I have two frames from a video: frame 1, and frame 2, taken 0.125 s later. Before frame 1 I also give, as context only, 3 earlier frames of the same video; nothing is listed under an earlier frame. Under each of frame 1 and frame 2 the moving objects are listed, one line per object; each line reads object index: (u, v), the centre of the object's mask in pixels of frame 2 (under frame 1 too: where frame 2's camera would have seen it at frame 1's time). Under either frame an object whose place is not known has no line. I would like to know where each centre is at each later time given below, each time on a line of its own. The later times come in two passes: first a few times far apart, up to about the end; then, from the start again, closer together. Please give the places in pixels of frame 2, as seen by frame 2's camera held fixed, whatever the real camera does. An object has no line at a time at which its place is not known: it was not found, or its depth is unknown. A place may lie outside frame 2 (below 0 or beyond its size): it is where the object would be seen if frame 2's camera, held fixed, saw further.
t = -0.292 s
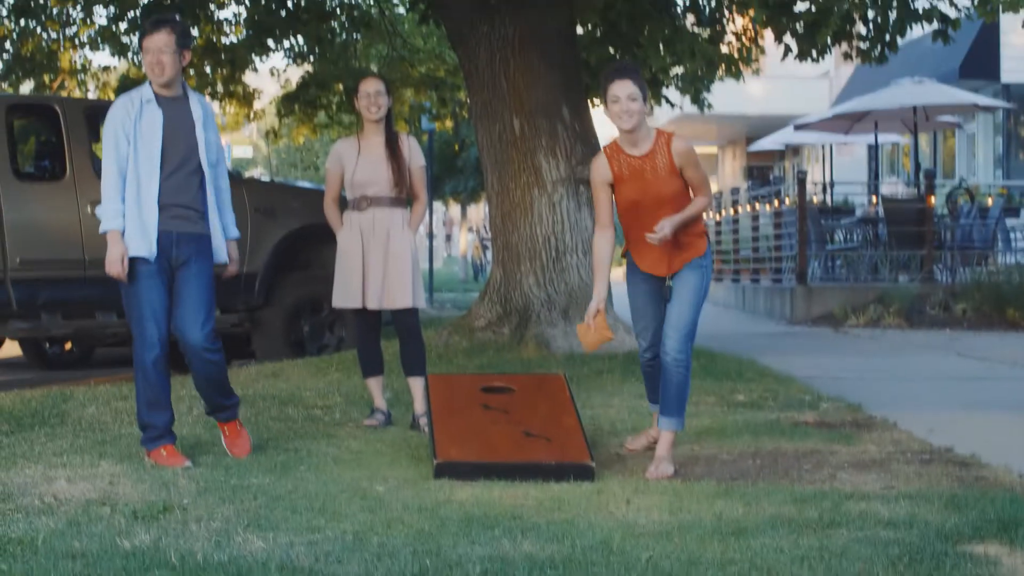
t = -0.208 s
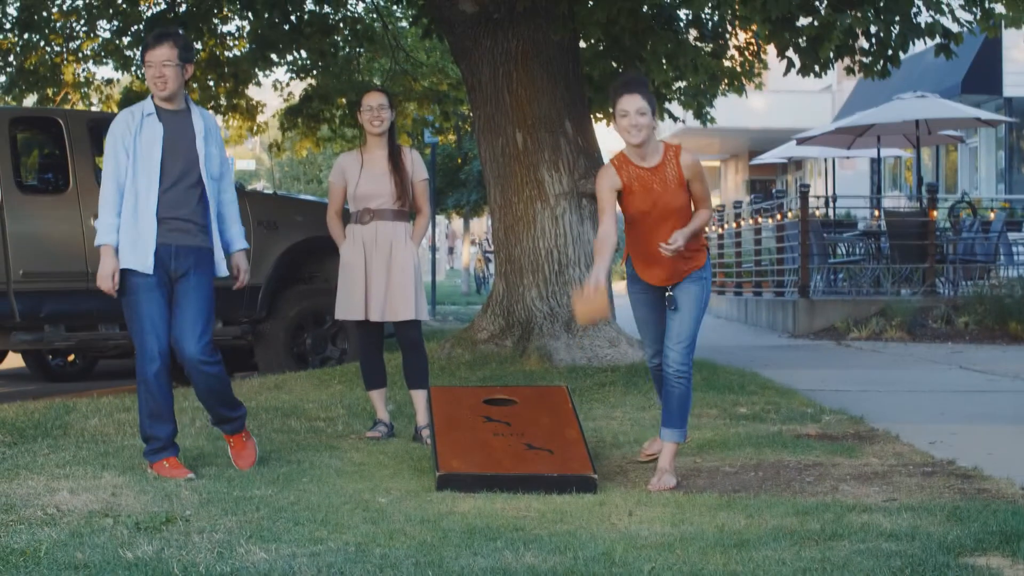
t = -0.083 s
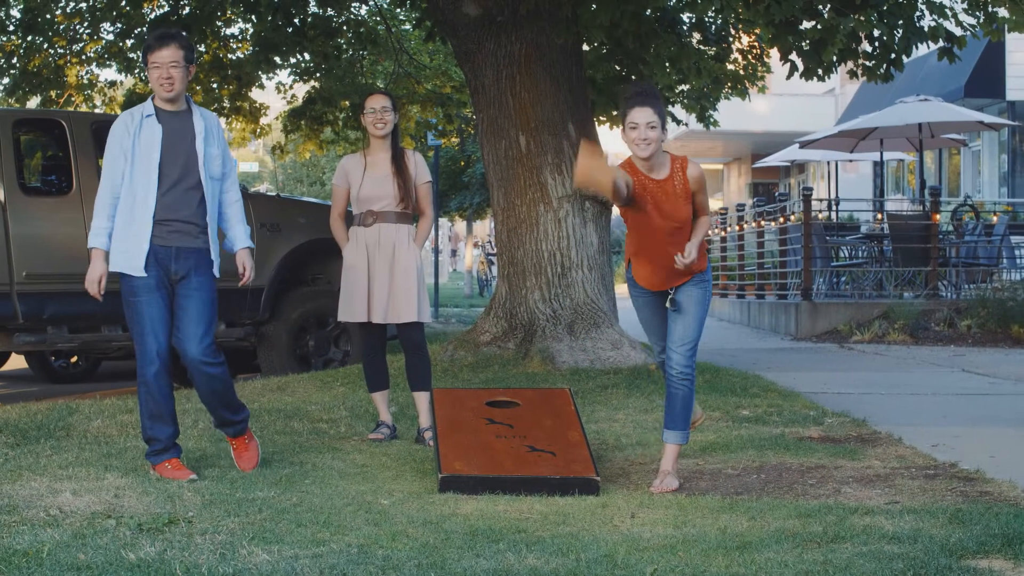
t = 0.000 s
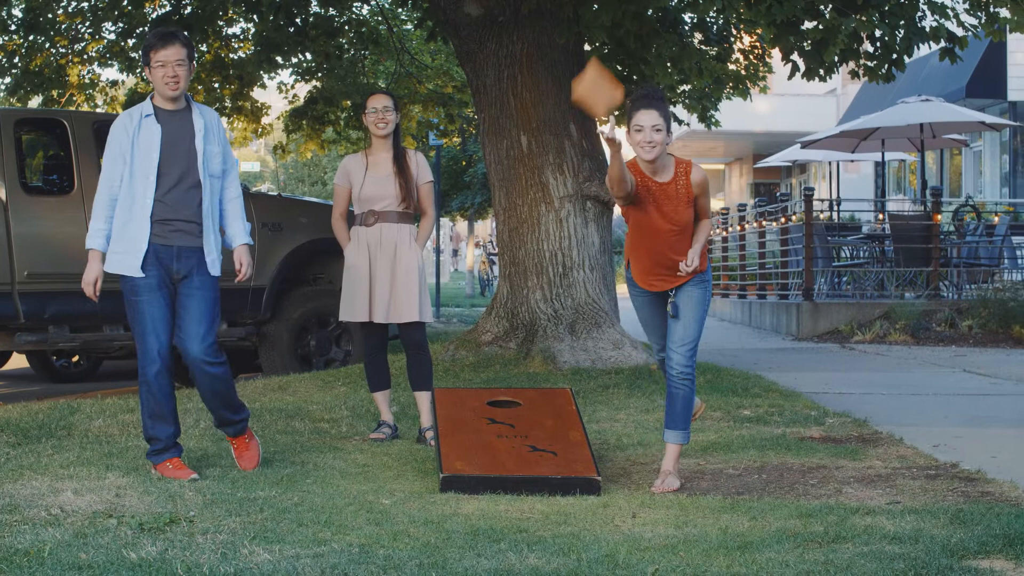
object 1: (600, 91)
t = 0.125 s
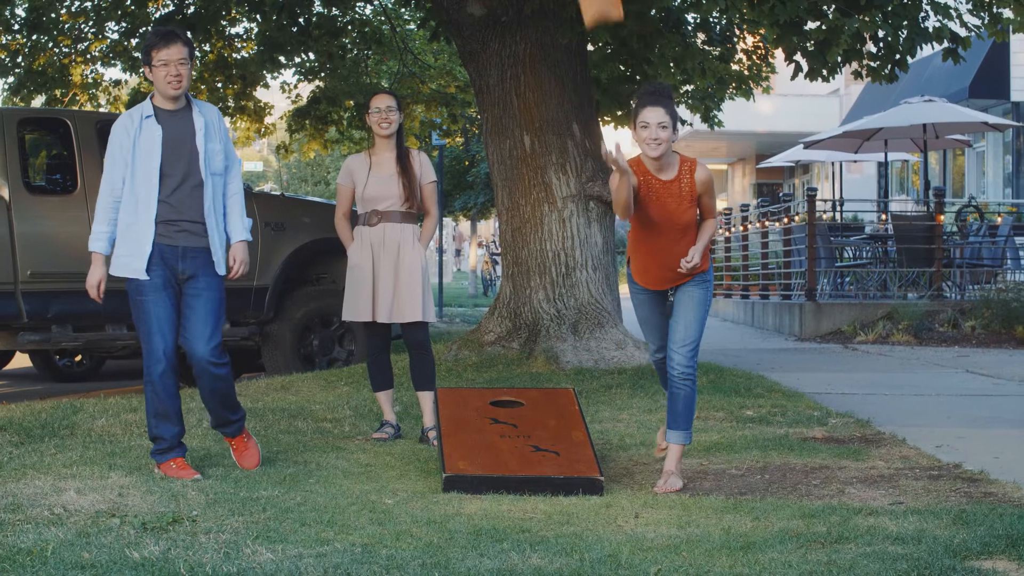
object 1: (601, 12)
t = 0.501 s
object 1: (569, 12)
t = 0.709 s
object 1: (511, 502)
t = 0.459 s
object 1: (570, -4)
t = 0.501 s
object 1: (569, 12)
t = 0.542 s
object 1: (559, 55)
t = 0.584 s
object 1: (548, 127)
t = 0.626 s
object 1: (541, 227)
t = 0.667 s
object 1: (527, 366)
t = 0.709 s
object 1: (511, 502)
